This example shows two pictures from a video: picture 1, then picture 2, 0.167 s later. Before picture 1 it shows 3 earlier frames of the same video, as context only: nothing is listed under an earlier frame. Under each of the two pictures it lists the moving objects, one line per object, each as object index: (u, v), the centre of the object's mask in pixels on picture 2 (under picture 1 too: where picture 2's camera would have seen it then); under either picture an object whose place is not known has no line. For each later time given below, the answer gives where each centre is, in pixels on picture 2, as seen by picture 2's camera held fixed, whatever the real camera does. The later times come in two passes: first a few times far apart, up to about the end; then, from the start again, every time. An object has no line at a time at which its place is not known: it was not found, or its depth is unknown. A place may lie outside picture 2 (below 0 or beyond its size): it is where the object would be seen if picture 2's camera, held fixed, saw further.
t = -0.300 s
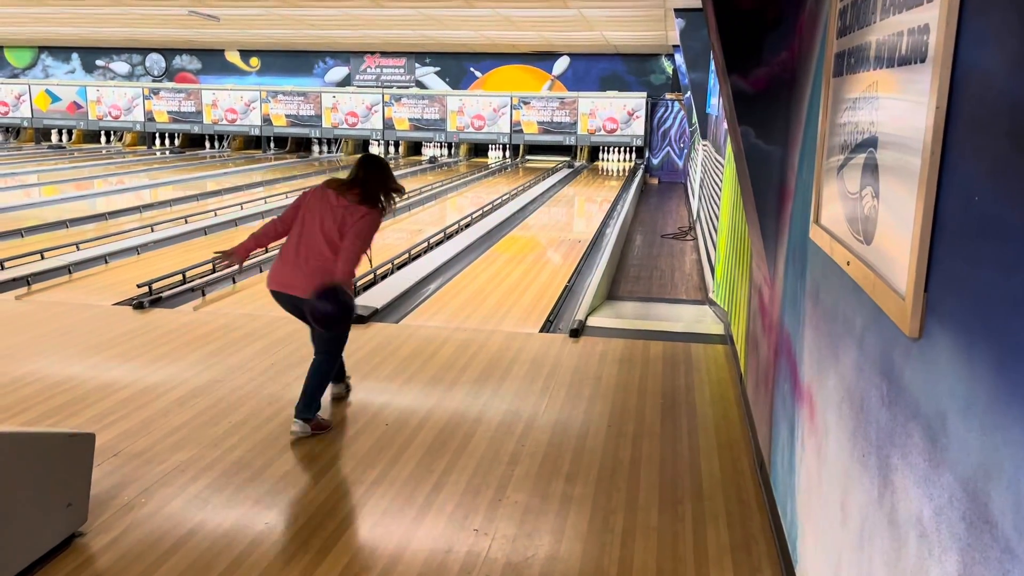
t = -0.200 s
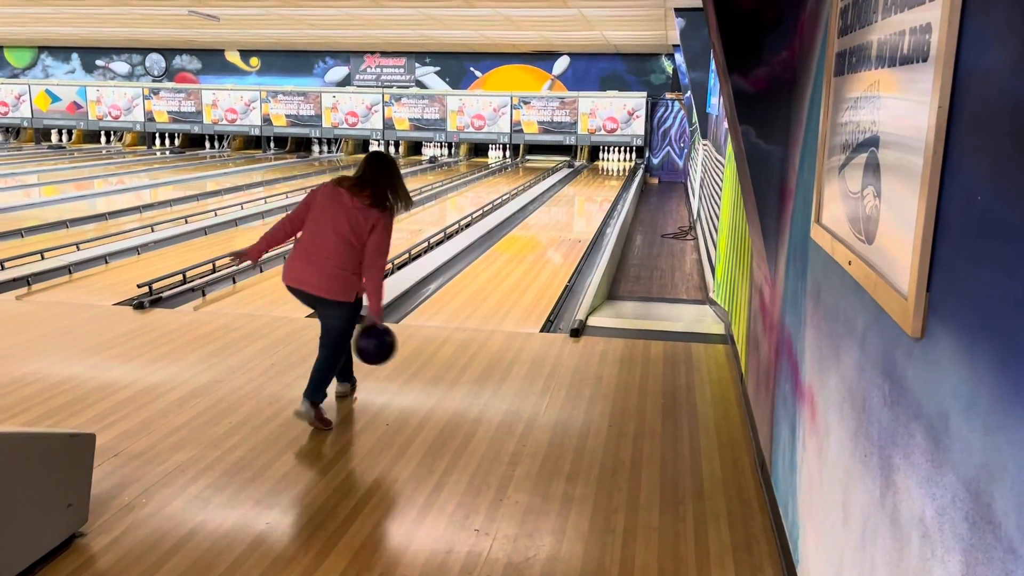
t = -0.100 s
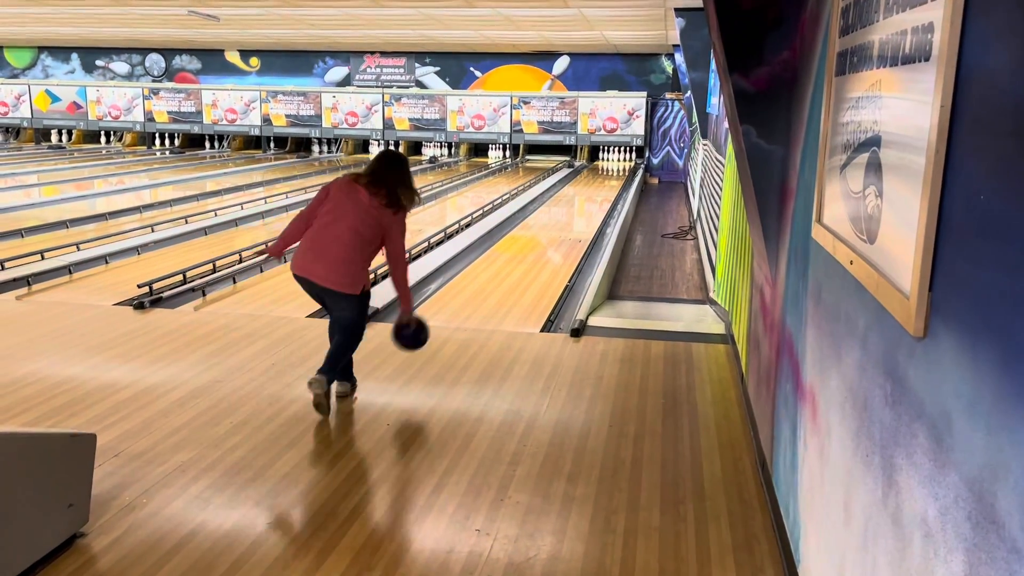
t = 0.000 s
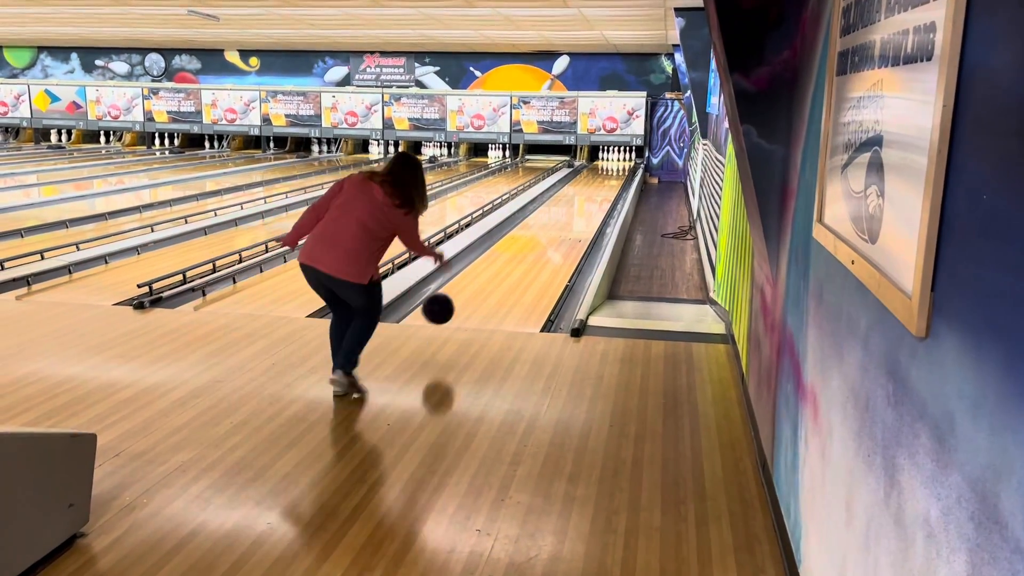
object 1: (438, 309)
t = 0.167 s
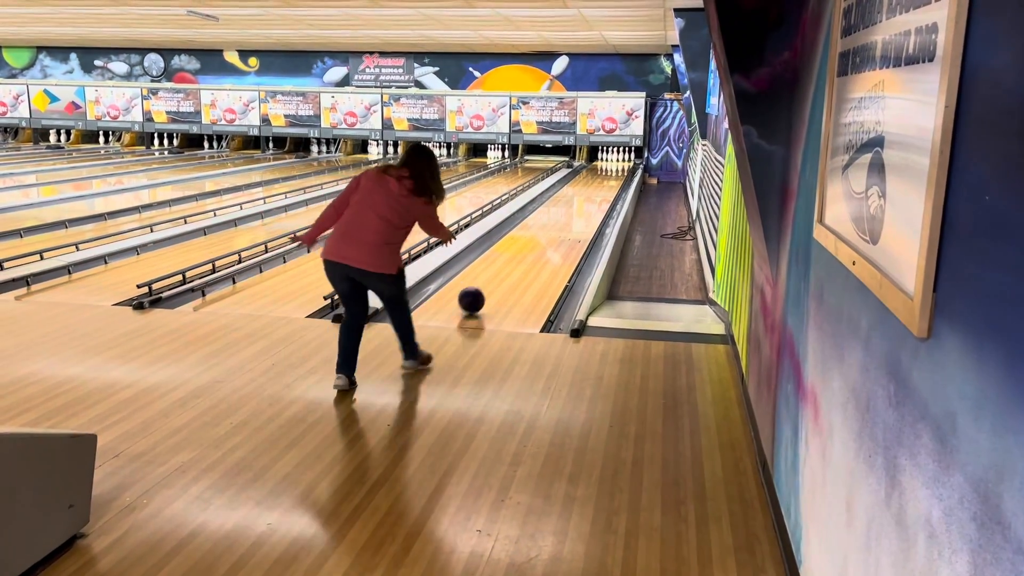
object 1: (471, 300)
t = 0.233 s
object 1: (482, 289)
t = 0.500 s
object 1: (514, 254)
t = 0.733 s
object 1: (534, 232)
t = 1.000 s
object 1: (550, 214)
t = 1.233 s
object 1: (561, 202)
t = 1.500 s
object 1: (571, 191)
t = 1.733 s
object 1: (579, 184)
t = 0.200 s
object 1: (477, 294)
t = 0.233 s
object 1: (482, 289)
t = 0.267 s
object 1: (487, 284)
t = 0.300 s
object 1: (491, 279)
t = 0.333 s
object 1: (495, 274)
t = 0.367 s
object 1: (500, 270)
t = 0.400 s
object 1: (503, 265)
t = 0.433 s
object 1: (507, 261)
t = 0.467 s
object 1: (511, 257)
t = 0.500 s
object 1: (514, 254)
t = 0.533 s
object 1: (517, 250)
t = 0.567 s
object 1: (520, 247)
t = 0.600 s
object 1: (523, 244)
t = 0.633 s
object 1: (526, 241)
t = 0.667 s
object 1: (529, 238)
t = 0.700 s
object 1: (531, 235)
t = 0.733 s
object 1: (534, 232)
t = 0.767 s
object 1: (536, 230)
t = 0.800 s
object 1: (538, 227)
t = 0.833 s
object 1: (540, 225)
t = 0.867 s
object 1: (542, 223)
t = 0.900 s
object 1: (544, 221)
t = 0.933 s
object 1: (546, 218)
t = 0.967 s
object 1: (548, 216)
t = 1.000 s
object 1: (550, 214)
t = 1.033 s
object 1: (552, 212)
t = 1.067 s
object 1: (553, 210)
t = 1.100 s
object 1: (555, 209)
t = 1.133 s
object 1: (557, 207)
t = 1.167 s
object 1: (558, 205)
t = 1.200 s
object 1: (560, 204)
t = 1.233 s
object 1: (561, 202)
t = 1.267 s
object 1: (563, 201)
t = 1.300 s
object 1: (564, 199)
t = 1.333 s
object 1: (565, 198)
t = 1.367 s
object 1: (567, 196)
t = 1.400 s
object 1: (568, 195)
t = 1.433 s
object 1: (569, 194)
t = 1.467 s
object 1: (570, 192)
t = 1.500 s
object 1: (571, 191)
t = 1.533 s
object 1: (572, 190)
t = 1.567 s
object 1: (574, 189)
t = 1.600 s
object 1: (575, 188)
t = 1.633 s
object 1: (576, 187)
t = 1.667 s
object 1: (577, 186)
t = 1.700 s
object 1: (578, 185)
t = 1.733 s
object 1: (579, 184)
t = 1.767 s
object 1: (579, 183)
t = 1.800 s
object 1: (580, 182)
